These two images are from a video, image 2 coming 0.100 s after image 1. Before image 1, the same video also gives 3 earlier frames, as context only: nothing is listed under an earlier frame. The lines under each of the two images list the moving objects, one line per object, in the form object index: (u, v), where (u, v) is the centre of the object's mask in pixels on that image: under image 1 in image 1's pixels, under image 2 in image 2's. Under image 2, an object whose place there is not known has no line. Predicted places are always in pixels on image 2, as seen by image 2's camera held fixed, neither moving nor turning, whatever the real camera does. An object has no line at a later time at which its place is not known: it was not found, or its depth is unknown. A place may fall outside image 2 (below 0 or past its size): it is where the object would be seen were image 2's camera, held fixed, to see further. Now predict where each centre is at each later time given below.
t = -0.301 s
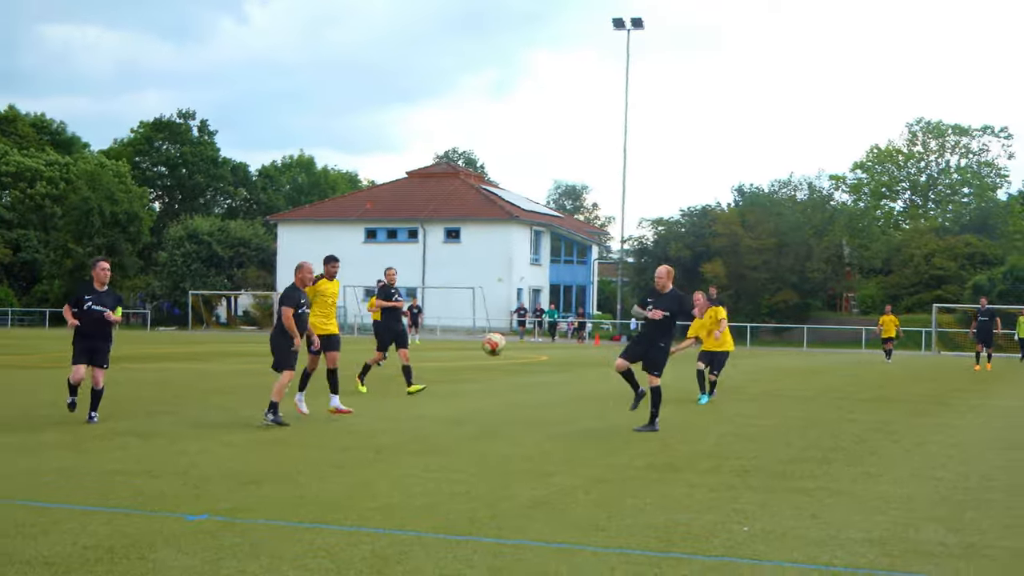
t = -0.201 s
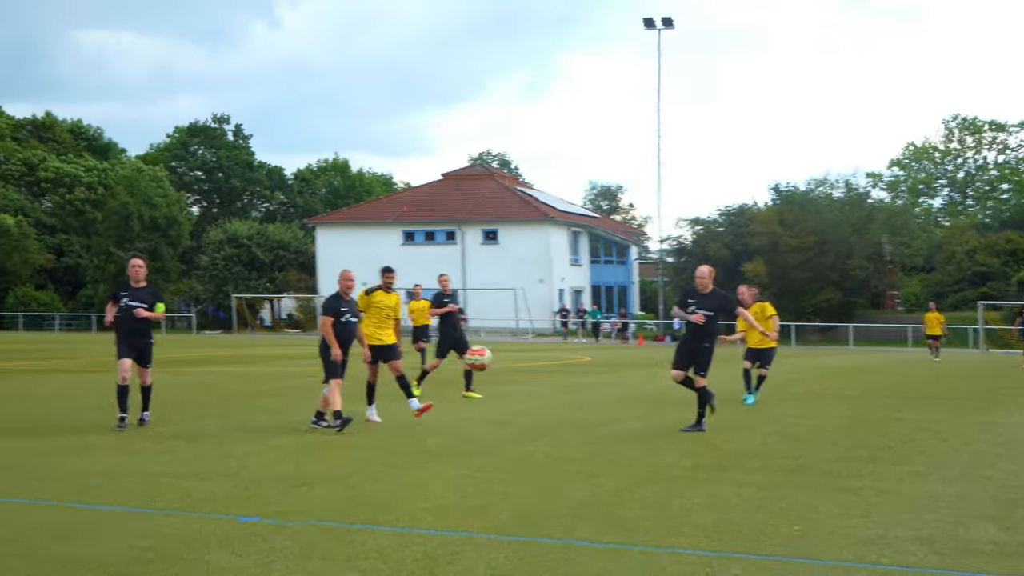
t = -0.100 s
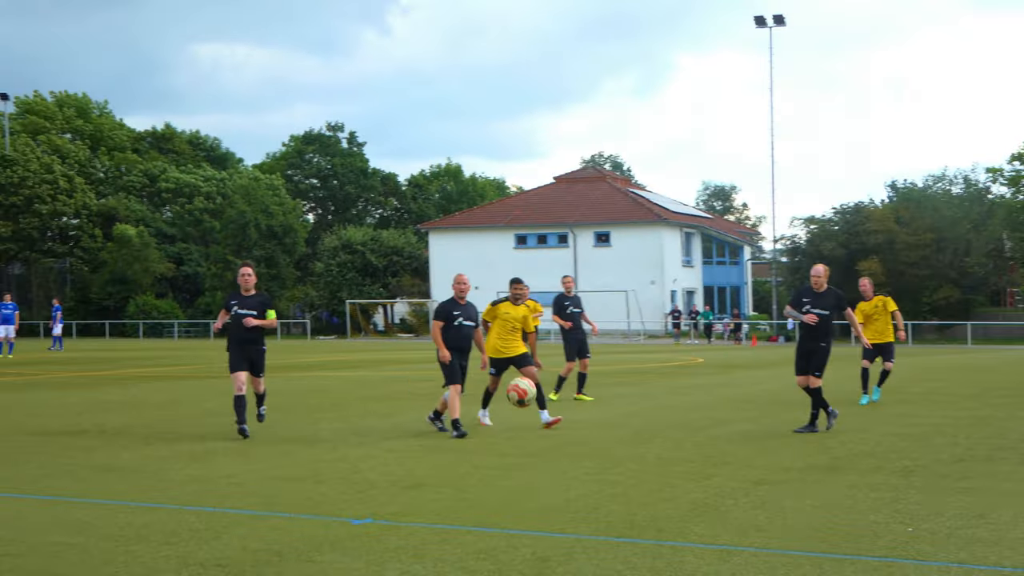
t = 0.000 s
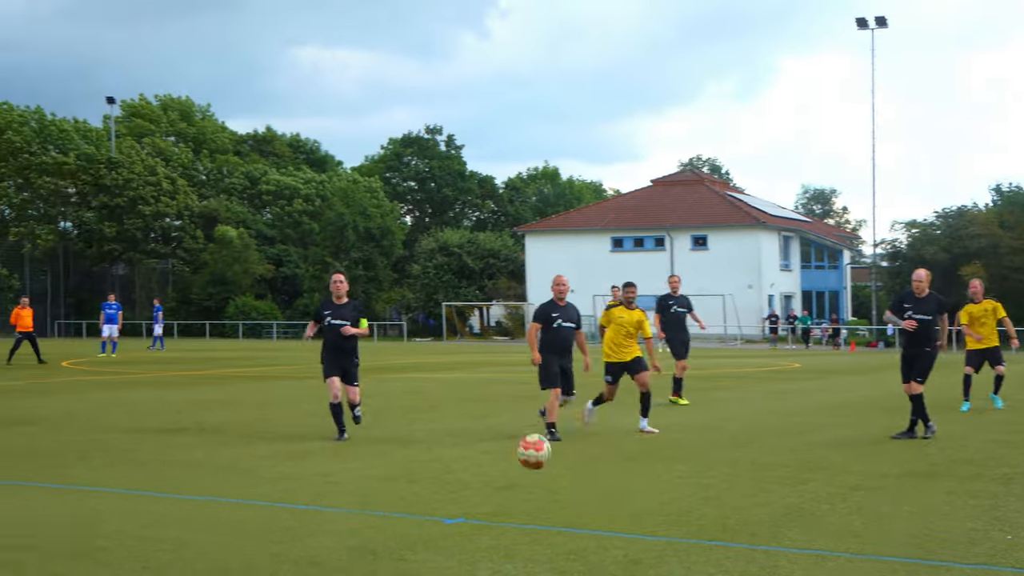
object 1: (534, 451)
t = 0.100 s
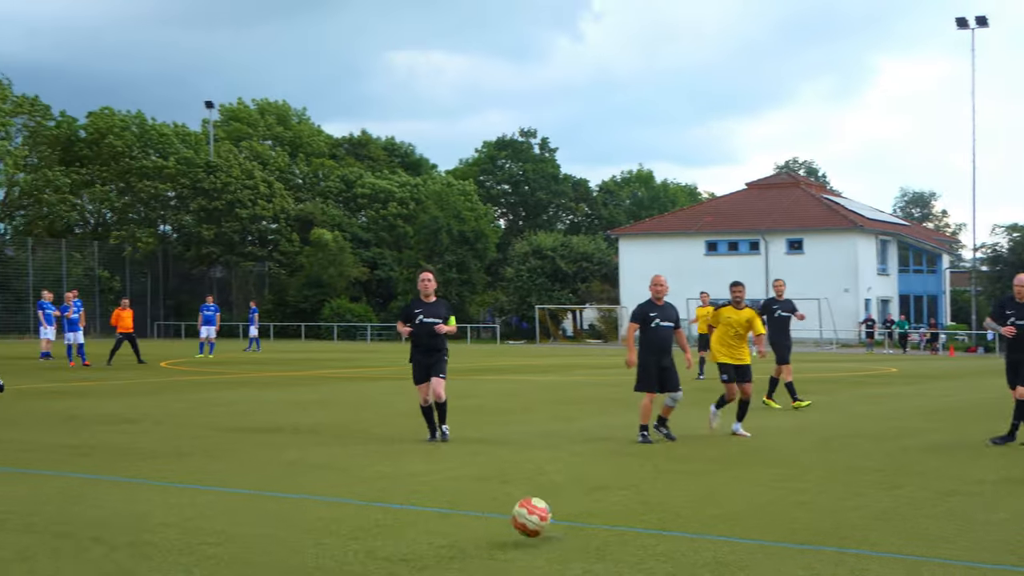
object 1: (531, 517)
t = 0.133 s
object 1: (504, 507)
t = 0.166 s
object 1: (475, 502)
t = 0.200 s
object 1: (441, 496)
